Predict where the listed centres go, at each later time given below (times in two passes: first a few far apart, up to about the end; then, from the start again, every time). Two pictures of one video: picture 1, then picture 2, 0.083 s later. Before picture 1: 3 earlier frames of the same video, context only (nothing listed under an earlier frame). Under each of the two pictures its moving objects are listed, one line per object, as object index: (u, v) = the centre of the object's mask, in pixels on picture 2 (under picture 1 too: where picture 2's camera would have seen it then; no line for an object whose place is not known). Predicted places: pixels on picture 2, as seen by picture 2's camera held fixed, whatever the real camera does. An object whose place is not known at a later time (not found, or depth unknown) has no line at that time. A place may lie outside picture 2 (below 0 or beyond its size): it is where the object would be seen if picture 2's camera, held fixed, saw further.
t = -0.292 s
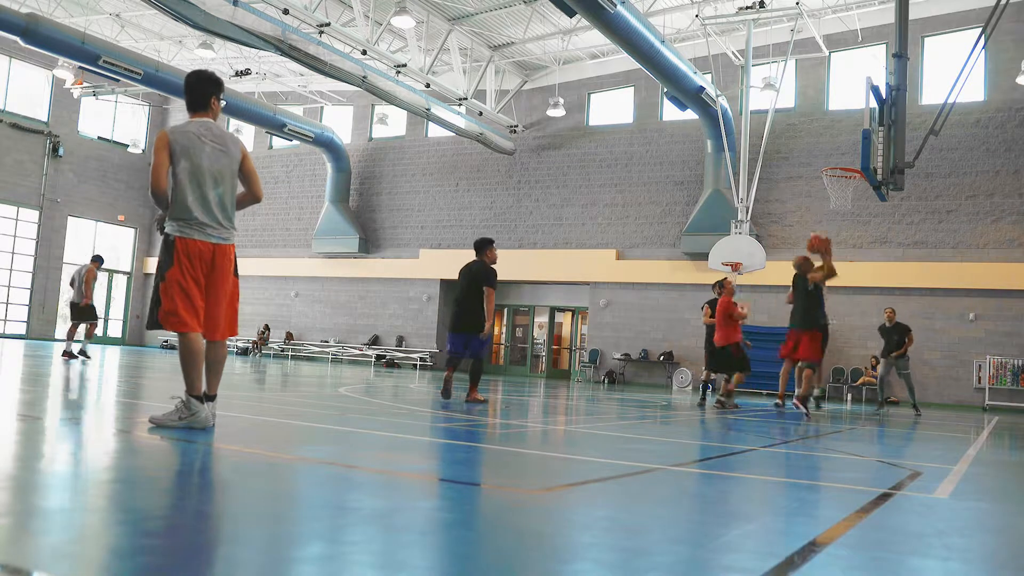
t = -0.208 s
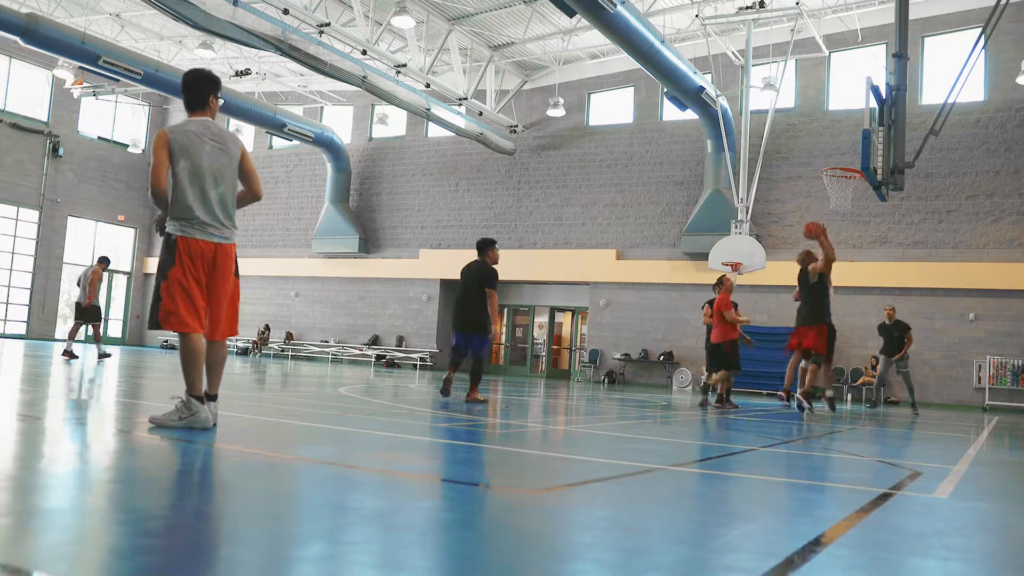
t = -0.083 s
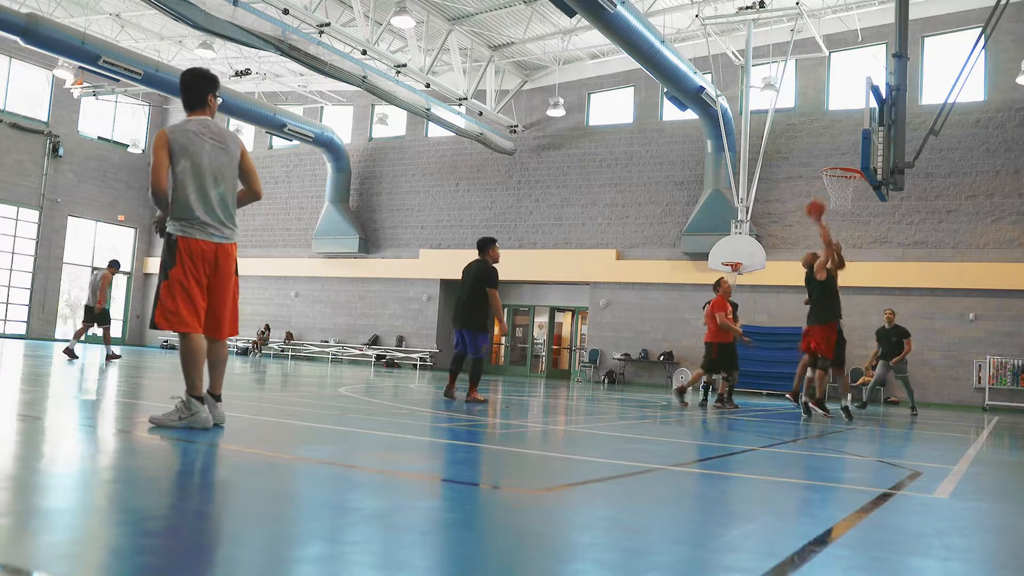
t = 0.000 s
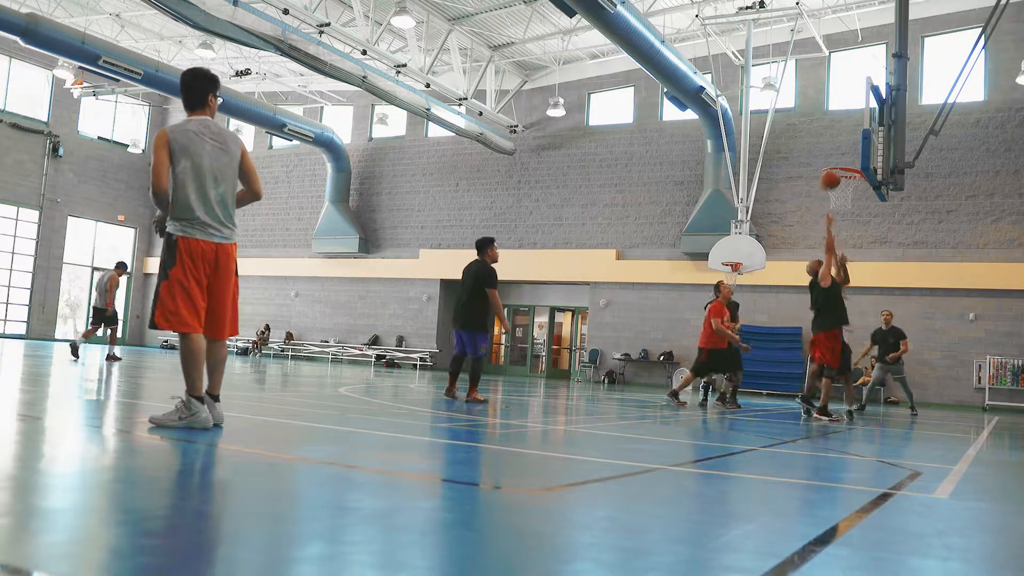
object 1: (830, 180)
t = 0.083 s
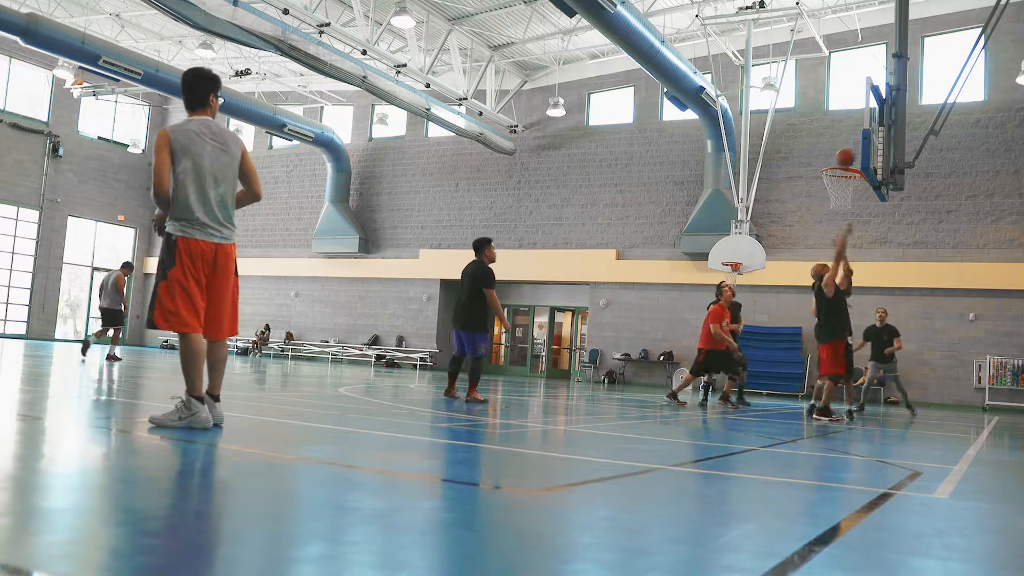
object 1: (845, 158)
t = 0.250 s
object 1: (855, 137)
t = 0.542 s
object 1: (827, 162)
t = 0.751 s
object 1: (823, 164)
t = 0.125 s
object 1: (852, 149)
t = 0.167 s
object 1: (856, 141)
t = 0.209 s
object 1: (856, 138)
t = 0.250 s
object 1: (855, 137)
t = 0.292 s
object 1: (852, 137)
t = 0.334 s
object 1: (847, 140)
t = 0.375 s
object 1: (843, 143)
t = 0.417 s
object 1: (838, 148)
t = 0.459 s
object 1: (833, 154)
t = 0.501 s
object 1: (828, 161)
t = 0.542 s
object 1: (827, 162)
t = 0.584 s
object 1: (826, 161)
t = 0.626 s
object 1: (825, 160)
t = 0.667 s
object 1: (825, 160)
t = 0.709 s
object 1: (824, 162)
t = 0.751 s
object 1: (823, 164)
